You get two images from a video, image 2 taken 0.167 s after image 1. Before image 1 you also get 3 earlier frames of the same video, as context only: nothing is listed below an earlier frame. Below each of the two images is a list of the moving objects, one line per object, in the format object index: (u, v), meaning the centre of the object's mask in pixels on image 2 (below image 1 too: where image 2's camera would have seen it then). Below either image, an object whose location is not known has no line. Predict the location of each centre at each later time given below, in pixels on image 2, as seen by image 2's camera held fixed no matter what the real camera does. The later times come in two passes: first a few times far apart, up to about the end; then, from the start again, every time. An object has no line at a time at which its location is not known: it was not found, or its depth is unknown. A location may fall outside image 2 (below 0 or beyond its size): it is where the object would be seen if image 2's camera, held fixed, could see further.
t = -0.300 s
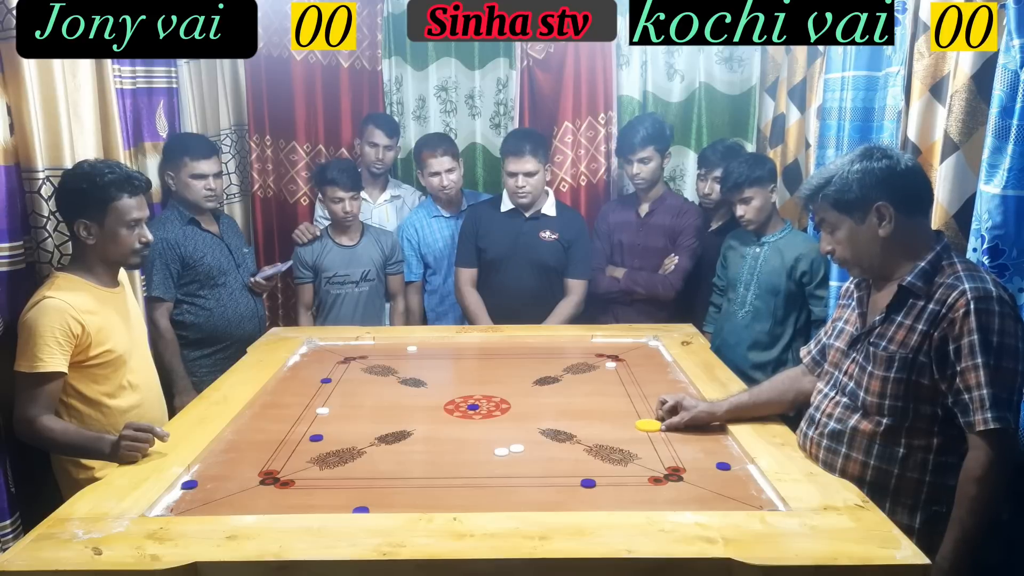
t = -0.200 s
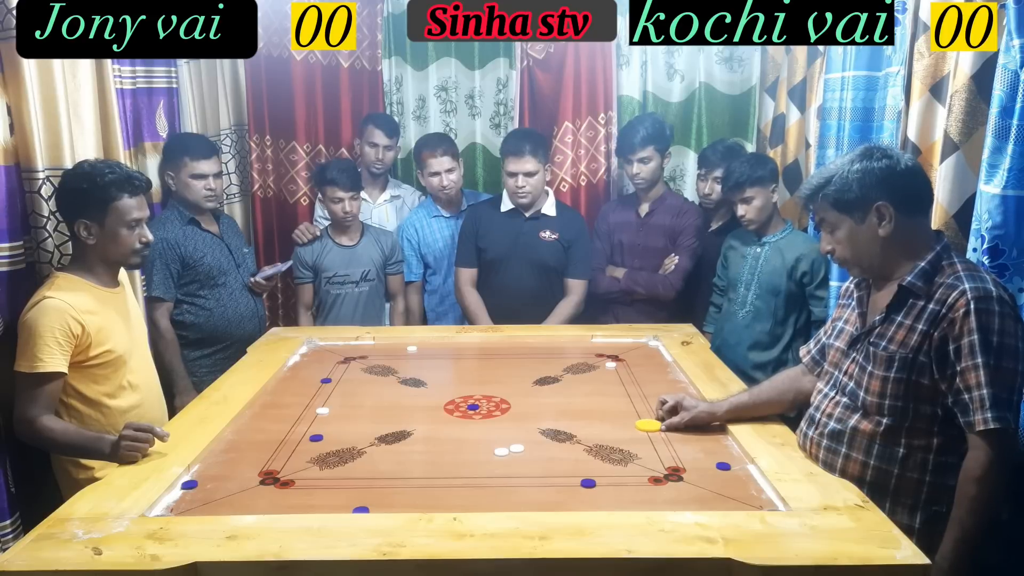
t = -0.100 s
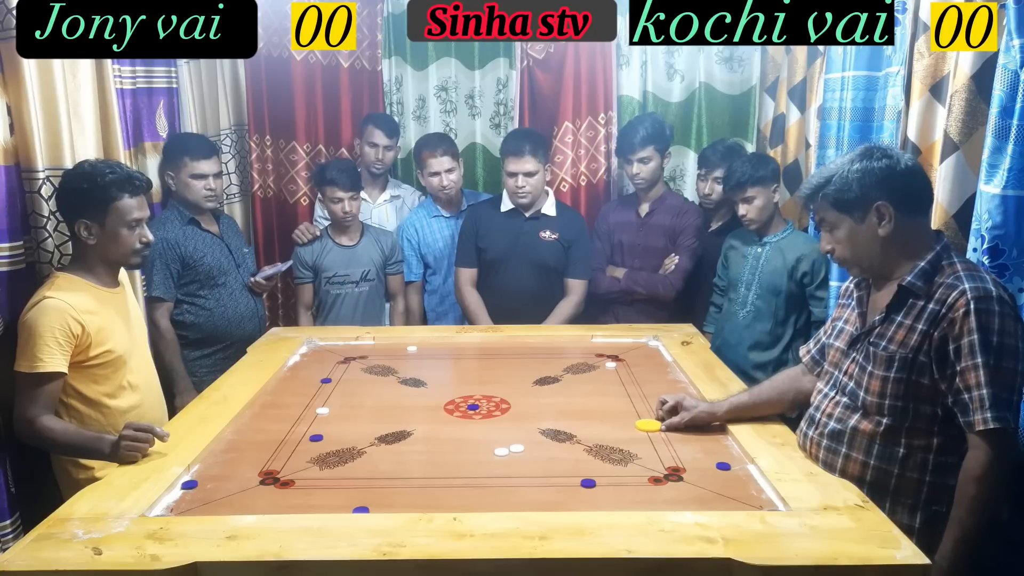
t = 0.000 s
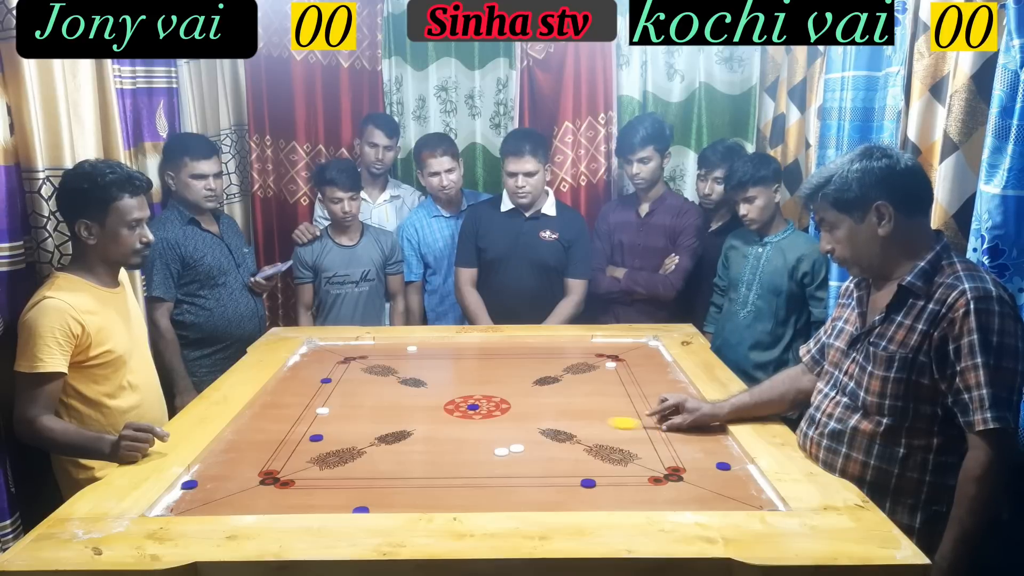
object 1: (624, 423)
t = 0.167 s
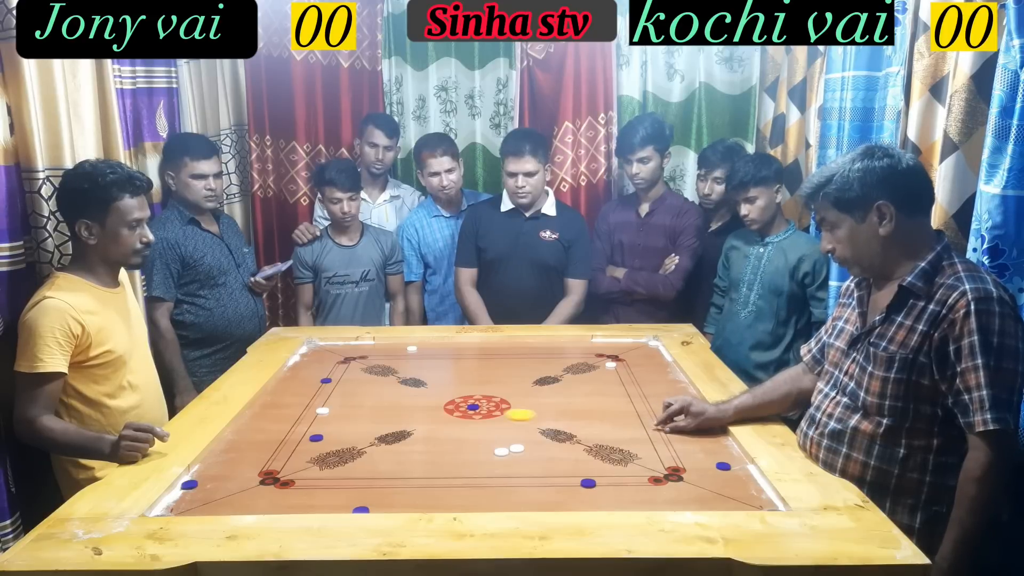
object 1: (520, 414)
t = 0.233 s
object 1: (484, 412)
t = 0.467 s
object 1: (393, 411)
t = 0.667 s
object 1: (335, 410)
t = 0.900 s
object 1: (303, 410)
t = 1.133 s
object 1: (298, 410)
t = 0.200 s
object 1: (501, 413)
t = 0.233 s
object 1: (484, 412)
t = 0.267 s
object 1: (470, 412)
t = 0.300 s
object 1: (456, 412)
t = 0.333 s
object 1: (442, 412)
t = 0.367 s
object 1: (429, 411)
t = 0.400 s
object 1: (417, 411)
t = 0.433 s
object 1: (405, 411)
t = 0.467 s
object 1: (393, 411)
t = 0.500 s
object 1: (382, 411)
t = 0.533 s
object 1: (371, 411)
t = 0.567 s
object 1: (361, 411)
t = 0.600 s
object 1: (350, 411)
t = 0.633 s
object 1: (341, 411)
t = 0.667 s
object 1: (335, 410)
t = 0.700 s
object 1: (329, 410)
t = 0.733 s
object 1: (323, 410)
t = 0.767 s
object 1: (318, 410)
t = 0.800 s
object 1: (313, 410)
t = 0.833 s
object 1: (309, 410)
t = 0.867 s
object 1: (306, 410)
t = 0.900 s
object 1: (303, 410)
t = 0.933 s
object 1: (300, 410)
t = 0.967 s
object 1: (298, 410)
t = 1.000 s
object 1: (298, 410)
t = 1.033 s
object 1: (298, 410)
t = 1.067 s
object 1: (298, 410)
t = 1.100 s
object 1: (298, 410)
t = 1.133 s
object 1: (298, 410)
